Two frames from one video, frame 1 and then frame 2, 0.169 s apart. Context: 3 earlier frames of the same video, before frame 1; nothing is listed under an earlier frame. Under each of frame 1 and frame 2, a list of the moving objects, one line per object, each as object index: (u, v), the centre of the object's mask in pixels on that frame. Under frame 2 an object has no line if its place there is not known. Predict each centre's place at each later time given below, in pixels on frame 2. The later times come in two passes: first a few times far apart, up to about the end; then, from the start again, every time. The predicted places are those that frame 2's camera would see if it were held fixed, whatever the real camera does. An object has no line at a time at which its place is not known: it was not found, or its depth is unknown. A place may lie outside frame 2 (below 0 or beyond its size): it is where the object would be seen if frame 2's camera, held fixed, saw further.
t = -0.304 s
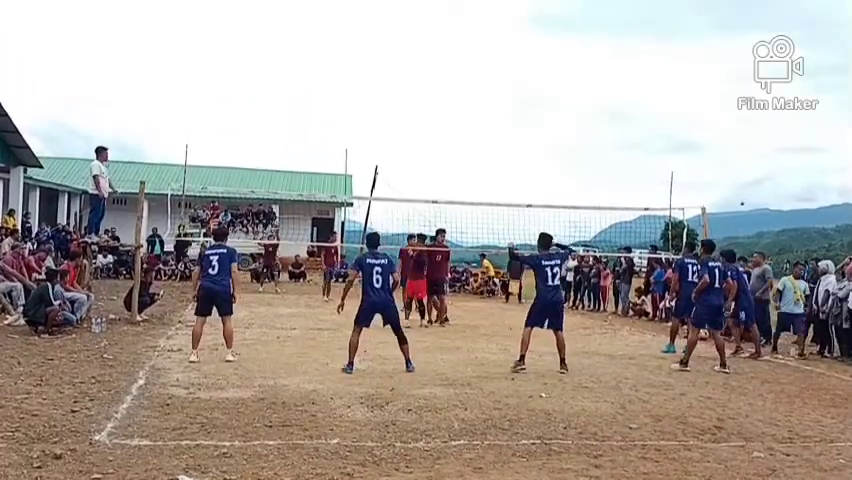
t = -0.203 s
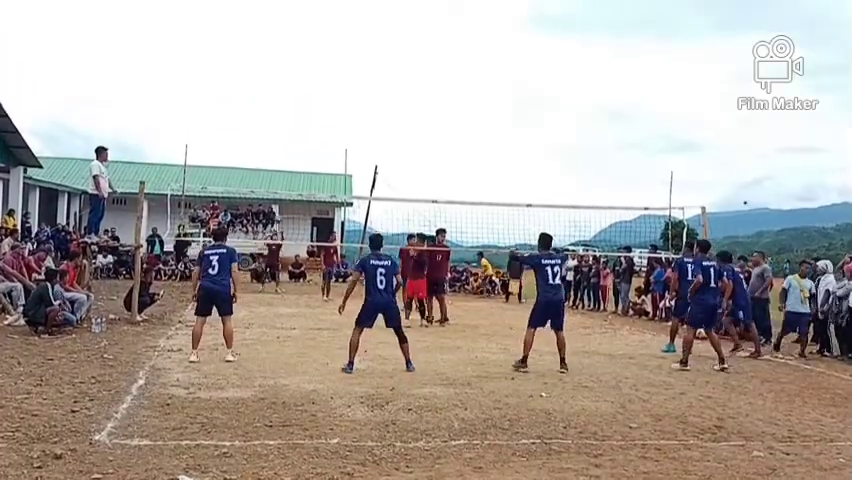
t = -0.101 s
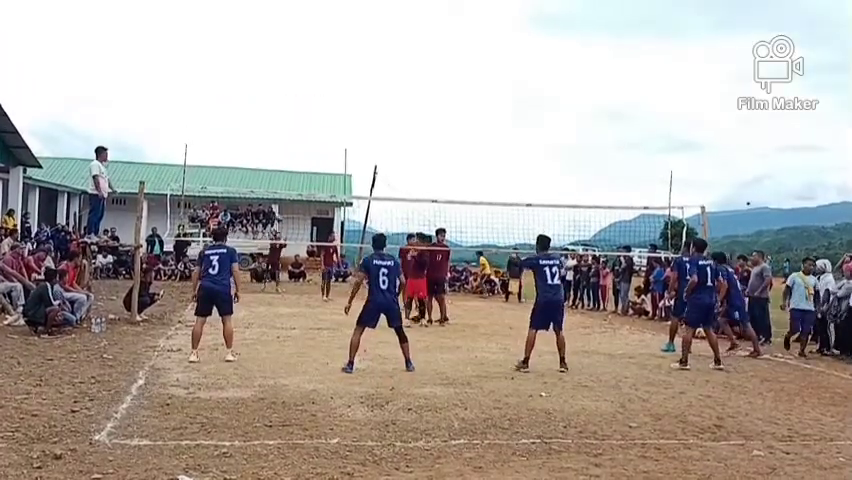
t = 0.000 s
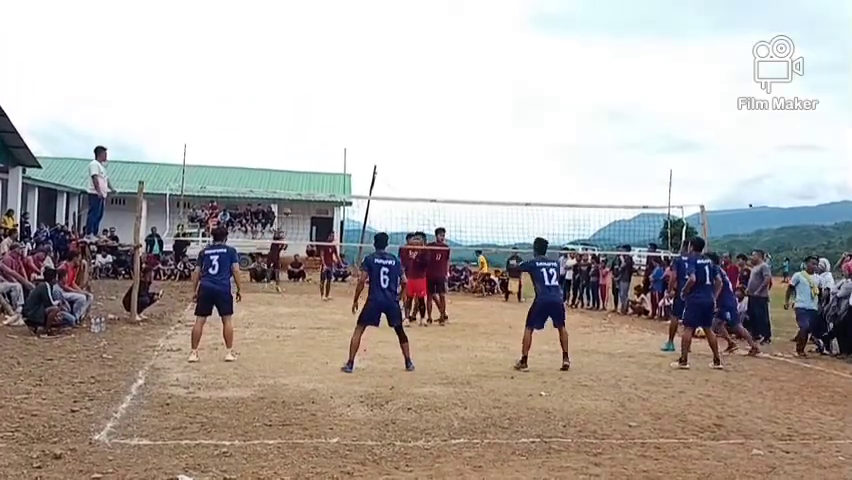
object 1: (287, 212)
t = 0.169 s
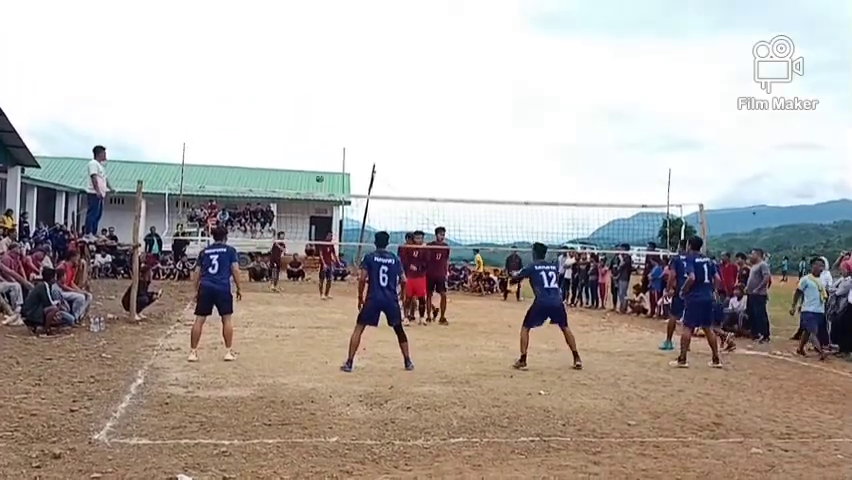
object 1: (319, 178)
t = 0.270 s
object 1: (340, 161)
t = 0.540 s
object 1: (399, 132)
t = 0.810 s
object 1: (467, 129)
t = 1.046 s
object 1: (535, 162)
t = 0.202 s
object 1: (326, 172)
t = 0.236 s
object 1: (333, 167)
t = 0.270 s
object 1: (340, 161)
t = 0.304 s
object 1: (347, 156)
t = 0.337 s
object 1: (354, 151)
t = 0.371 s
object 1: (361, 147)
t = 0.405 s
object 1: (368, 143)
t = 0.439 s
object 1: (376, 139)
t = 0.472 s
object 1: (383, 136)
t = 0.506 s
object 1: (391, 134)
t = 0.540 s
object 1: (399, 132)
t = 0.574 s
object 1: (407, 129)
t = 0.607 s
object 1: (415, 128)
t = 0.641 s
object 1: (424, 126)
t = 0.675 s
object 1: (432, 125)
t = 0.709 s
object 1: (441, 125)
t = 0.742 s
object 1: (449, 126)
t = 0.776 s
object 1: (458, 127)
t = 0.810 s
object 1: (467, 129)
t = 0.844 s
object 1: (476, 131)
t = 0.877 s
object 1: (485, 134)
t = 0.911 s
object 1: (495, 138)
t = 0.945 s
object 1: (504, 143)
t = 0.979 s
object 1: (514, 149)
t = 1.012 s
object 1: (525, 155)
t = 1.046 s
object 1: (535, 162)
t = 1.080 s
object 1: (546, 170)
